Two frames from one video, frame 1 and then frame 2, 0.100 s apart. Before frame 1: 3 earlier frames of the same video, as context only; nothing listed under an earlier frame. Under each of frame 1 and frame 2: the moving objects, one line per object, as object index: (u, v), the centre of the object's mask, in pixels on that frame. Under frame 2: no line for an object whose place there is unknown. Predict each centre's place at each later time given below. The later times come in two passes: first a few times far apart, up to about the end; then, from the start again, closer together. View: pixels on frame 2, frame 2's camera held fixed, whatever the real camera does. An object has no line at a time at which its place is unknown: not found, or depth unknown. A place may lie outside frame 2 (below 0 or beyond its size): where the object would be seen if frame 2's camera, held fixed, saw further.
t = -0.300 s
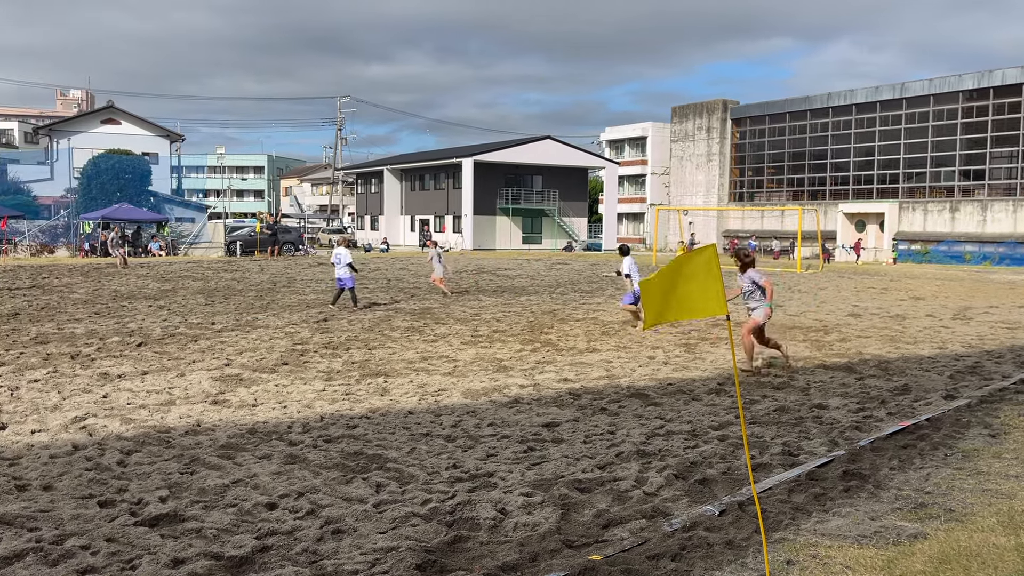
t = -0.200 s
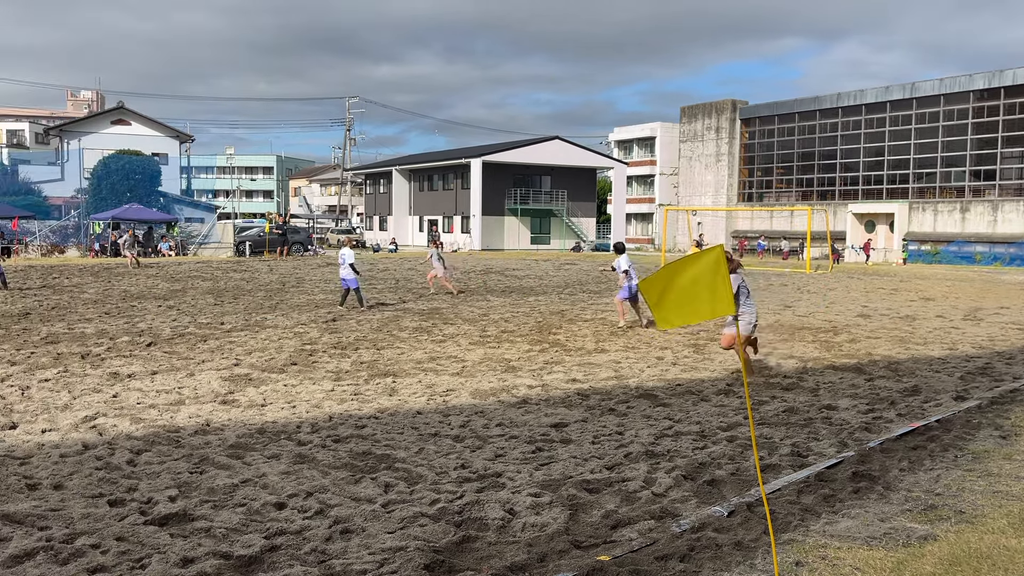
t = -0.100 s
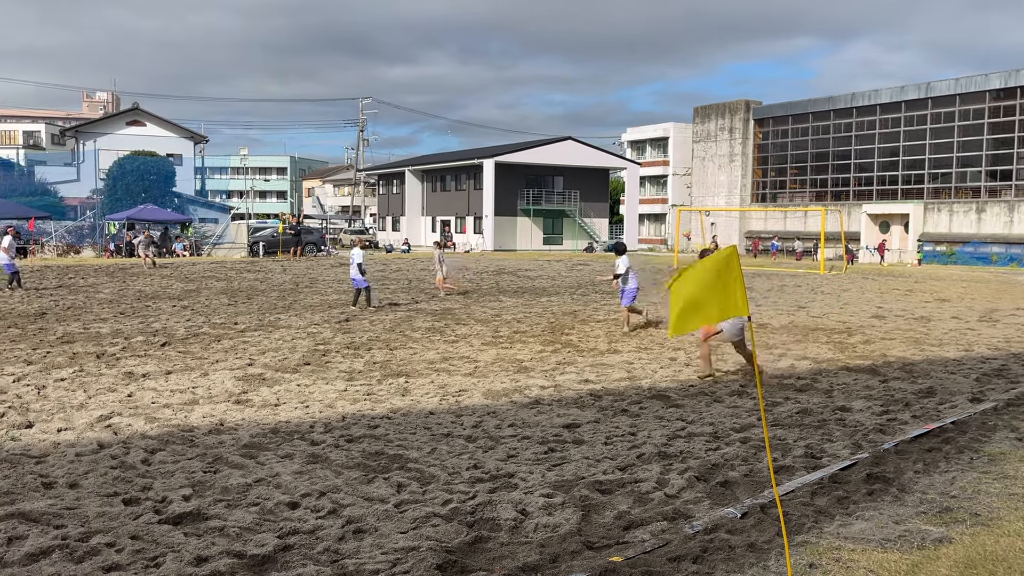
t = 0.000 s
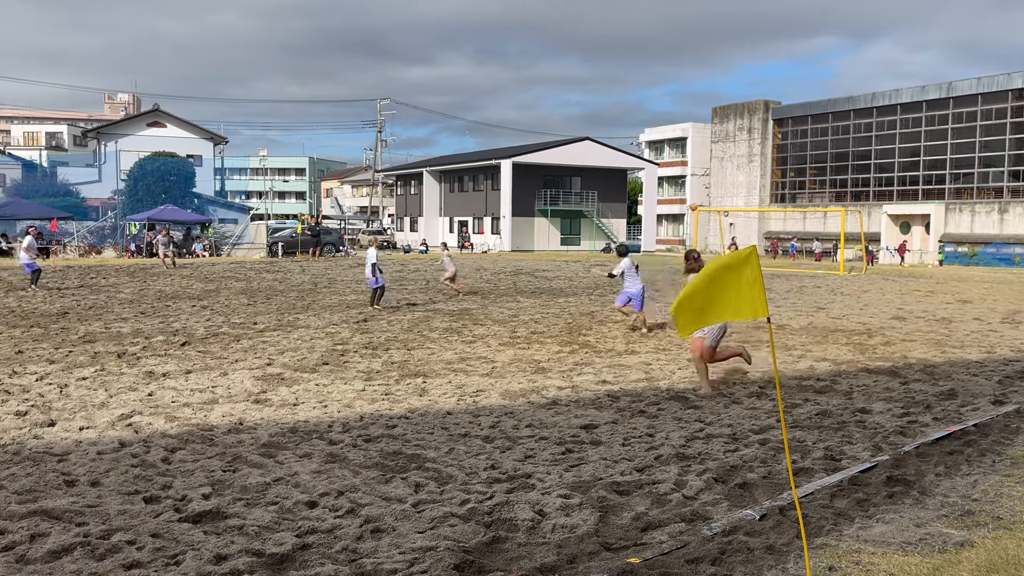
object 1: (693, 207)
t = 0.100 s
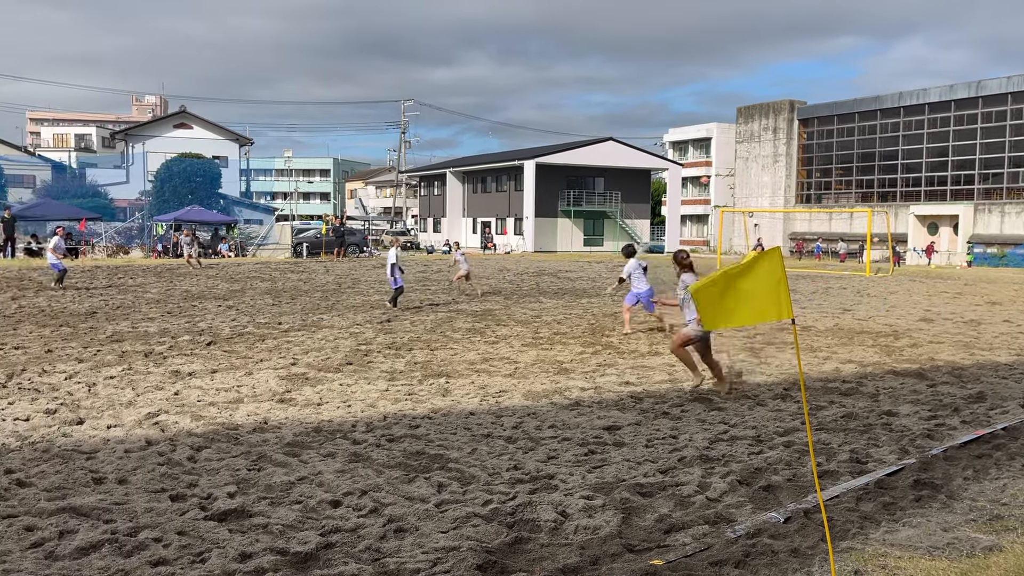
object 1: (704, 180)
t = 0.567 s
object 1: (617, 79)
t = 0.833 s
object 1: (539, 47)
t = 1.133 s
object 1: (412, 49)
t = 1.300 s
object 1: (311, 79)
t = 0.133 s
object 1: (700, 172)
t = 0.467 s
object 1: (640, 97)
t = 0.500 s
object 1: (633, 91)
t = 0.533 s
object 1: (626, 85)
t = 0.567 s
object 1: (617, 79)
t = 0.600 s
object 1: (609, 74)
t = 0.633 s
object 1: (601, 70)
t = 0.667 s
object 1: (591, 64)
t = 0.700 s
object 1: (582, 60)
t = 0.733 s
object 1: (572, 56)
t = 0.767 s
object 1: (562, 53)
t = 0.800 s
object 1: (551, 50)
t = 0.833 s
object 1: (539, 47)
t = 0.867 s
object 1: (528, 45)
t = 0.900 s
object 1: (515, 43)
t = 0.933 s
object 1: (503, 42)
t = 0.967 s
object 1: (489, 42)
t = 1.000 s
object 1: (475, 42)
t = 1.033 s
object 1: (460, 43)
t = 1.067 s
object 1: (445, 44)
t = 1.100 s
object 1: (429, 46)
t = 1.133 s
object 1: (412, 49)
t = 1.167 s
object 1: (394, 53)
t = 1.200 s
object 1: (375, 59)
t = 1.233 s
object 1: (355, 65)
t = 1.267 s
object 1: (333, 71)
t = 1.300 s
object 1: (311, 79)
